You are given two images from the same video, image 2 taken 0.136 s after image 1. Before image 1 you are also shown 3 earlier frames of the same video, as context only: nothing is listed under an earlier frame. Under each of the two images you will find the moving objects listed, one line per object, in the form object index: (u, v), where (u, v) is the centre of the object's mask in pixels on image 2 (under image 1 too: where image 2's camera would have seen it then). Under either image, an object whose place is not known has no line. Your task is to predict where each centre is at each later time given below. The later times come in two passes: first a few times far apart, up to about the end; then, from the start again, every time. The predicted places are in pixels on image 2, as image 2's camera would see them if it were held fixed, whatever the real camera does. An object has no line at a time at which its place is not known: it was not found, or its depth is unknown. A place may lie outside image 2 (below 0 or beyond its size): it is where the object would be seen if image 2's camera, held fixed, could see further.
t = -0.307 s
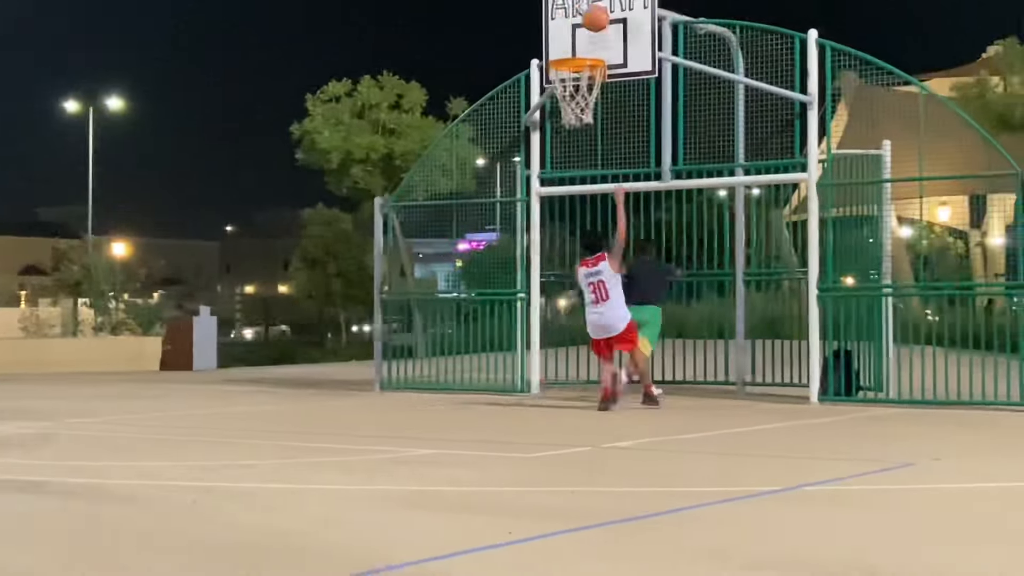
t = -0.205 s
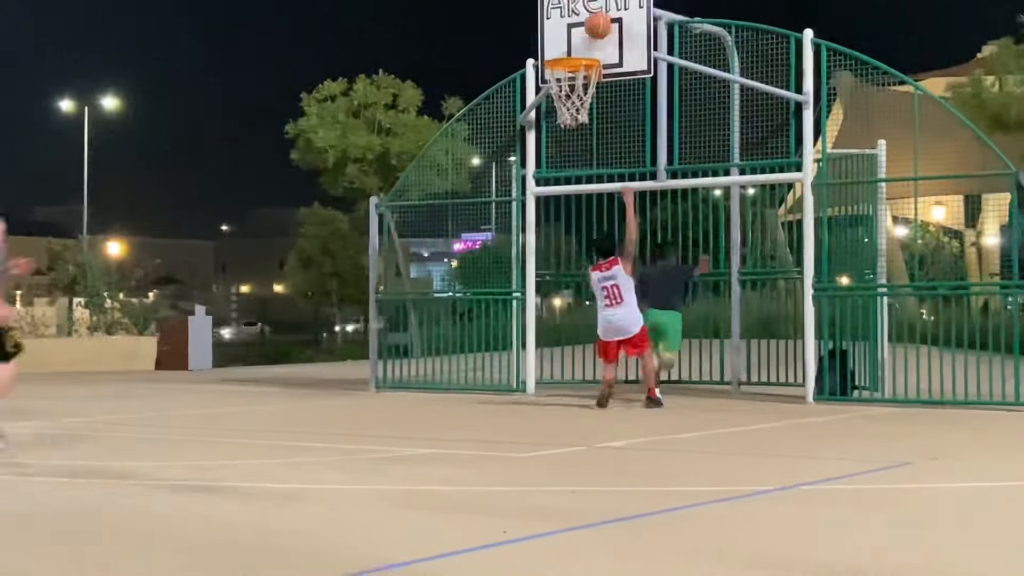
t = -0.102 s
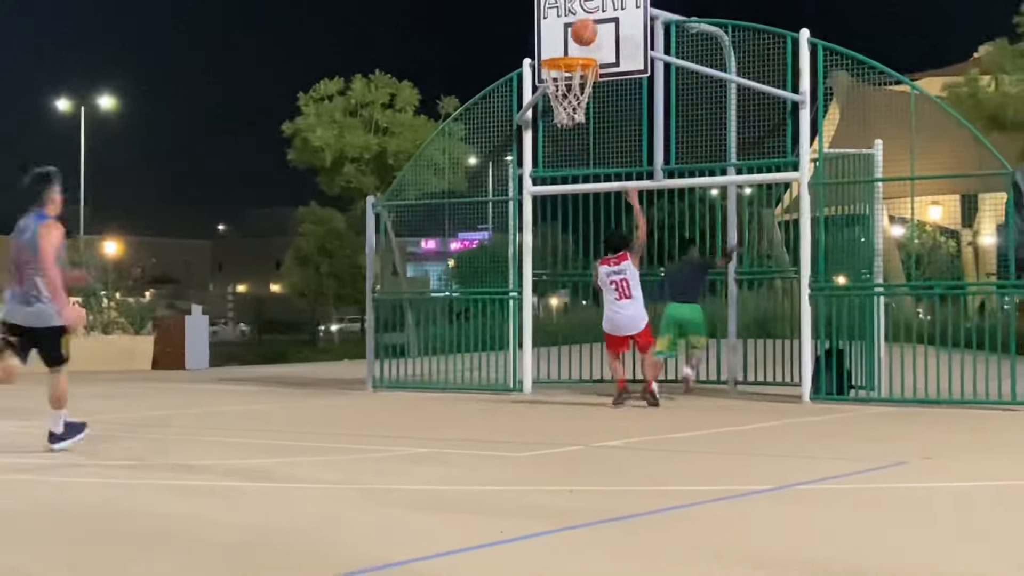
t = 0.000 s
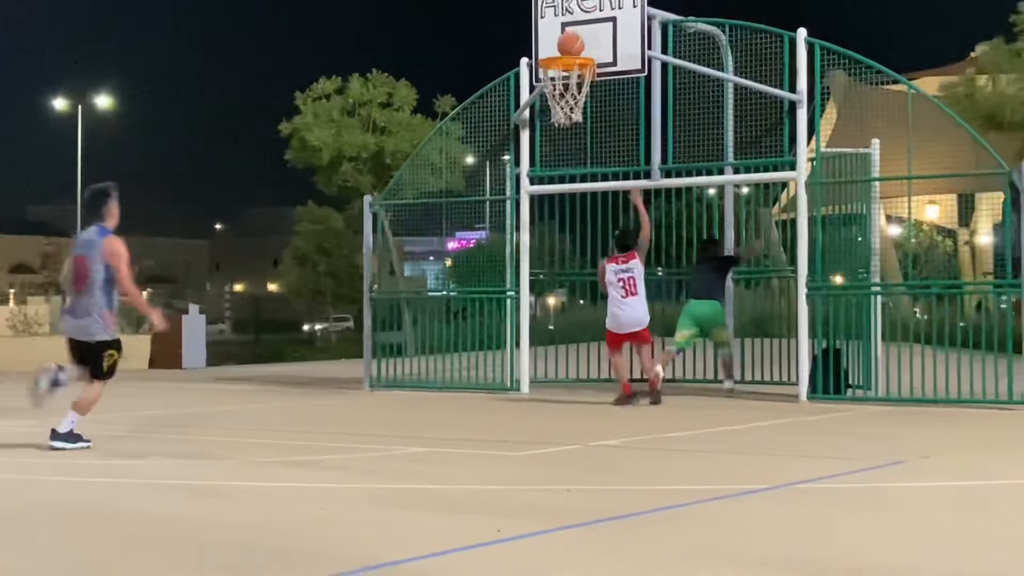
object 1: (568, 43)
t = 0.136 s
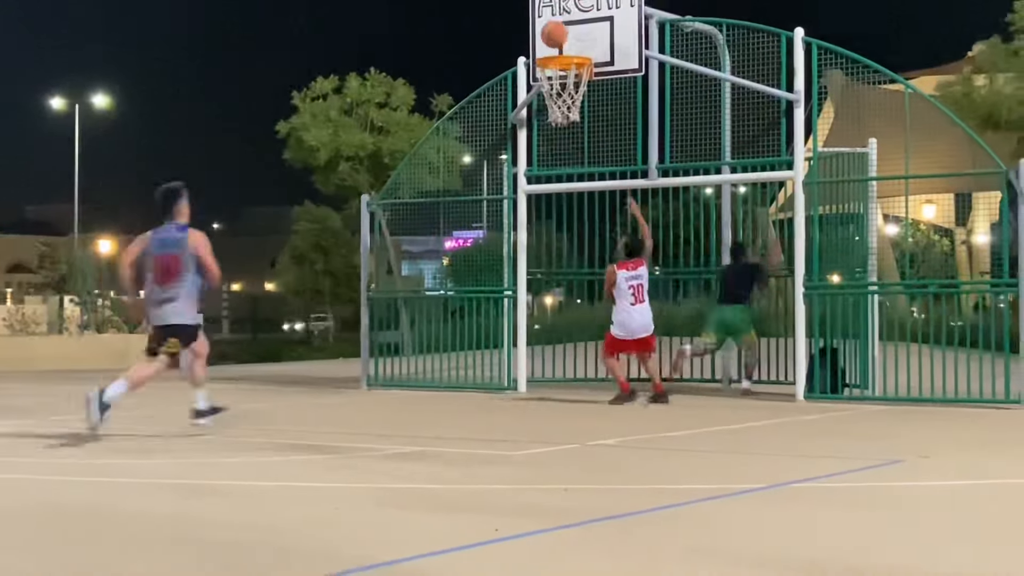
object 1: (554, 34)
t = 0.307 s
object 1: (538, 46)
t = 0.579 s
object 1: (521, 52)
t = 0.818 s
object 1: (508, 121)
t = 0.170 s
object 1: (551, 35)
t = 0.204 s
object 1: (548, 37)
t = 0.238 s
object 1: (544, 40)
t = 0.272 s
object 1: (540, 44)
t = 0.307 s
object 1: (538, 46)
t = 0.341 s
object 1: (536, 43)
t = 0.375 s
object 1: (534, 40)
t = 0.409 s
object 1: (531, 39)
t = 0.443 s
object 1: (529, 39)
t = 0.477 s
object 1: (527, 41)
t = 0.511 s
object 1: (525, 43)
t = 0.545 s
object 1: (523, 47)
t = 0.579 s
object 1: (521, 52)
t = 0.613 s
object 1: (519, 58)
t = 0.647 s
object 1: (517, 65)
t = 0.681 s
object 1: (515, 74)
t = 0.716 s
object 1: (513, 84)
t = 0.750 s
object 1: (511, 95)
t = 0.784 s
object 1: (509, 108)
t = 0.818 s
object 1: (508, 121)
